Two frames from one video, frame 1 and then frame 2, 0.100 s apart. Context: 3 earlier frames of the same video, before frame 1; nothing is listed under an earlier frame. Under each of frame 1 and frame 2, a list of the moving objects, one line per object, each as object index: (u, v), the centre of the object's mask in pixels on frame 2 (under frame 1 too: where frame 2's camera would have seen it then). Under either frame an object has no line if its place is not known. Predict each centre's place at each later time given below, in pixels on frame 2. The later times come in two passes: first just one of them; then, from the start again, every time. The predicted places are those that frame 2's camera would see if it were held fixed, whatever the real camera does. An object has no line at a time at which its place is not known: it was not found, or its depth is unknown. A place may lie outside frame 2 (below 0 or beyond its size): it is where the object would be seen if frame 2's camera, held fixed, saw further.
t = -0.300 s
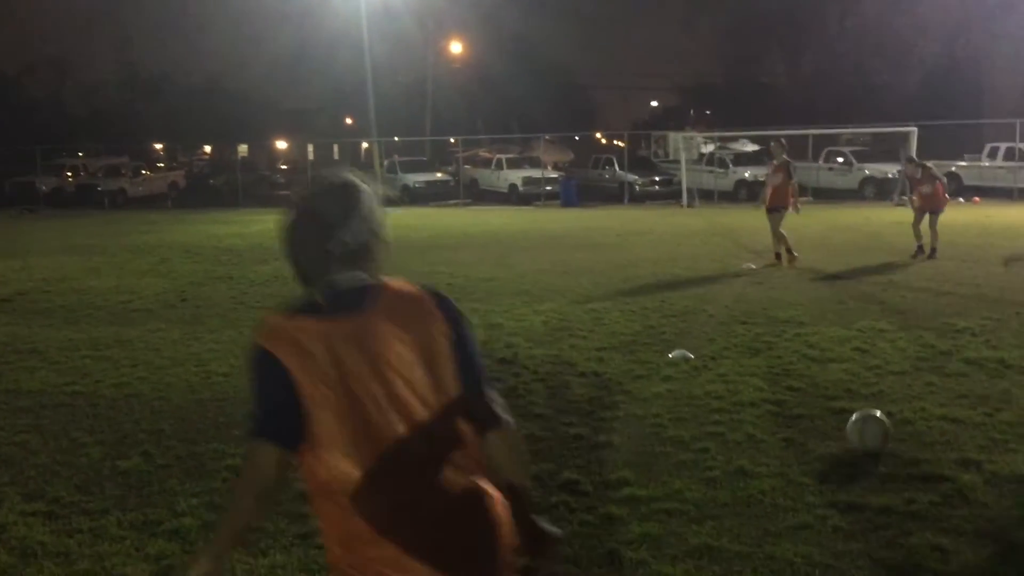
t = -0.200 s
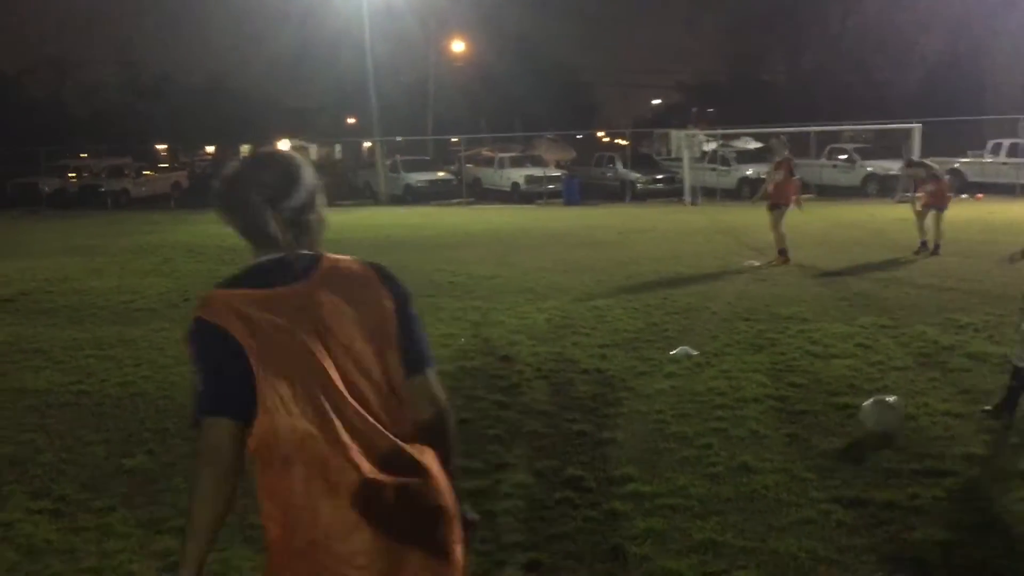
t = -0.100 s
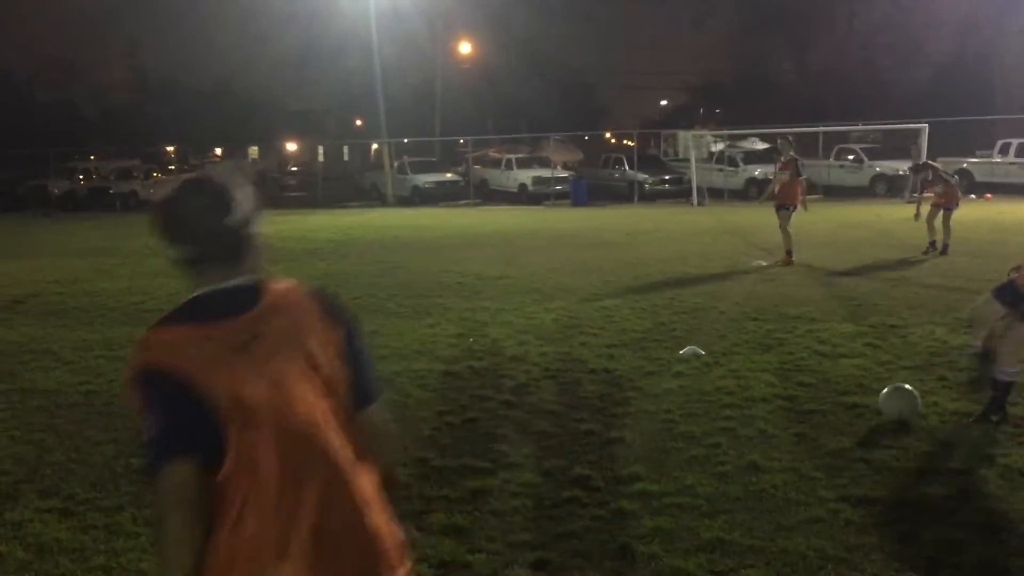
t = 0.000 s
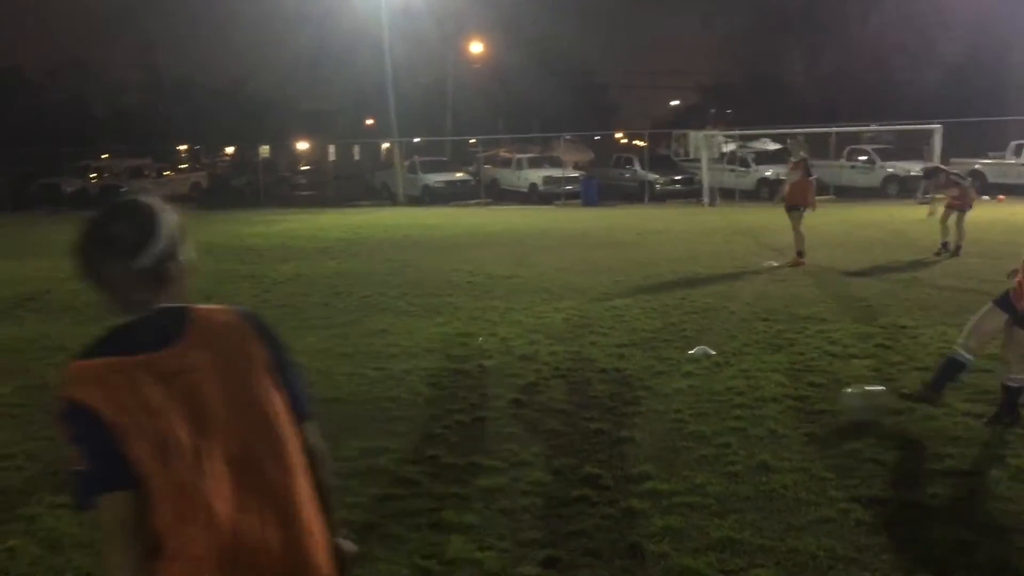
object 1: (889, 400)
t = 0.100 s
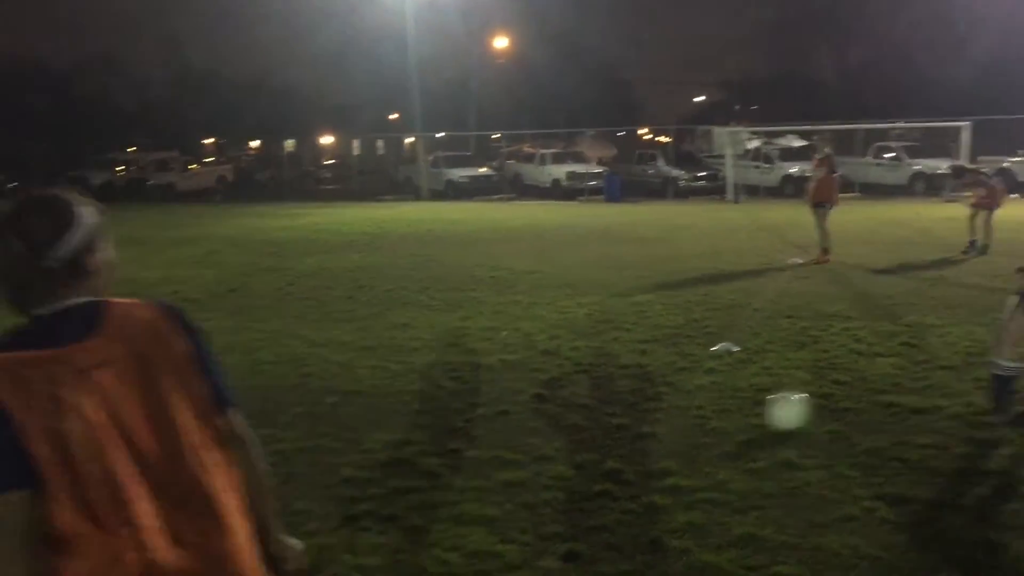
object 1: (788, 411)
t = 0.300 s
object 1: (599, 427)
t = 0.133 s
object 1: (755, 414)
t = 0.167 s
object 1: (722, 417)
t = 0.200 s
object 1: (691, 420)
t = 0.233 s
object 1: (661, 421)
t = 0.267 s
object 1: (630, 424)
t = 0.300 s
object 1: (599, 427)
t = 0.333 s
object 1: (570, 431)
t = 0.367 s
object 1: (543, 431)
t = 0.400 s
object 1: (515, 433)
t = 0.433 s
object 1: (486, 437)
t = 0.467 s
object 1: (458, 438)
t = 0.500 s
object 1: (431, 438)
